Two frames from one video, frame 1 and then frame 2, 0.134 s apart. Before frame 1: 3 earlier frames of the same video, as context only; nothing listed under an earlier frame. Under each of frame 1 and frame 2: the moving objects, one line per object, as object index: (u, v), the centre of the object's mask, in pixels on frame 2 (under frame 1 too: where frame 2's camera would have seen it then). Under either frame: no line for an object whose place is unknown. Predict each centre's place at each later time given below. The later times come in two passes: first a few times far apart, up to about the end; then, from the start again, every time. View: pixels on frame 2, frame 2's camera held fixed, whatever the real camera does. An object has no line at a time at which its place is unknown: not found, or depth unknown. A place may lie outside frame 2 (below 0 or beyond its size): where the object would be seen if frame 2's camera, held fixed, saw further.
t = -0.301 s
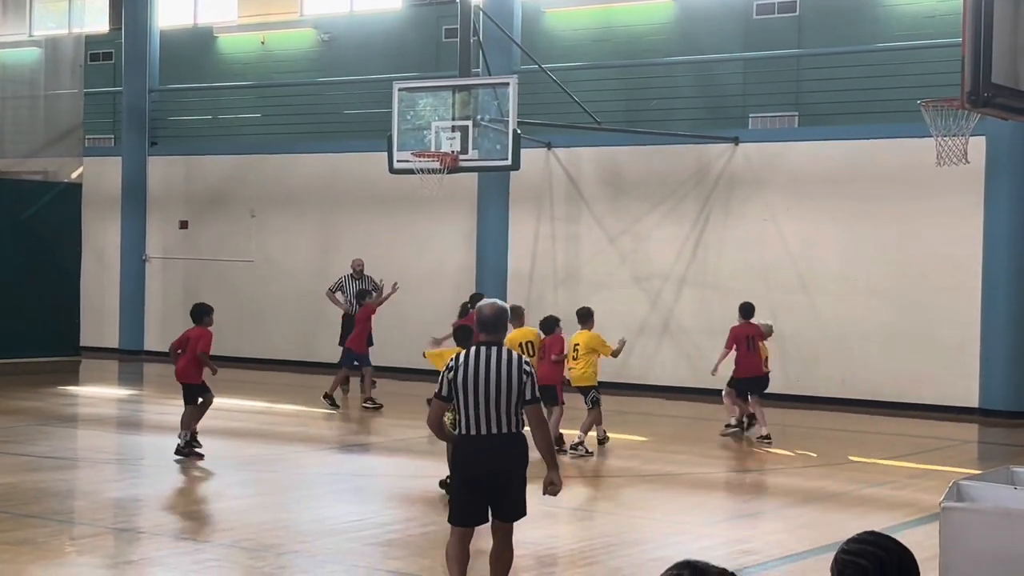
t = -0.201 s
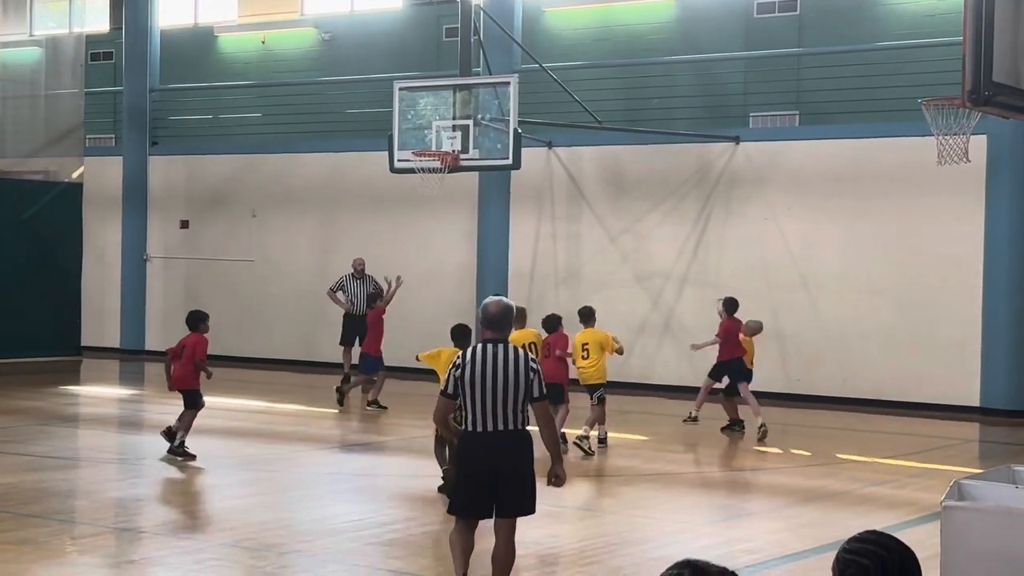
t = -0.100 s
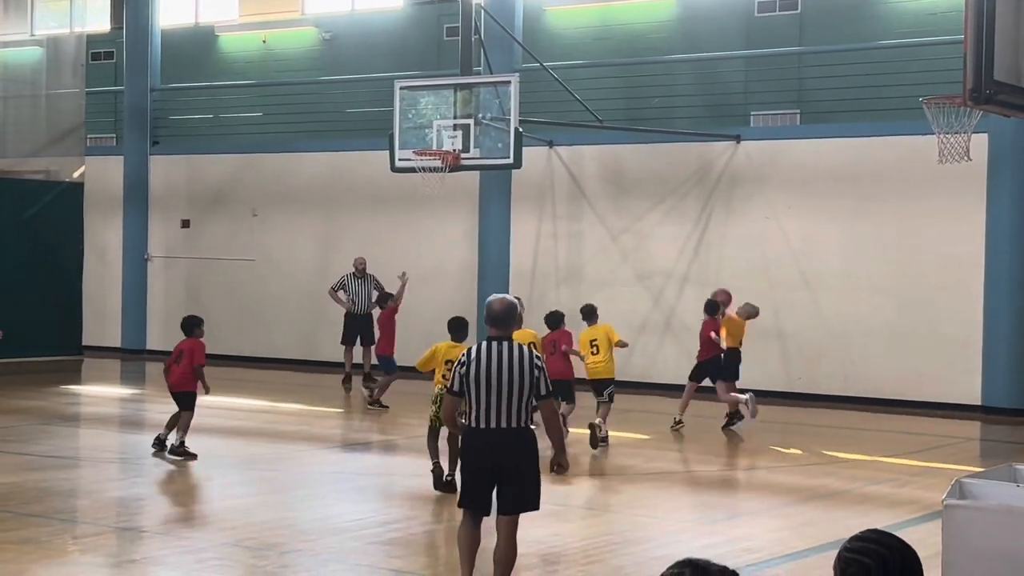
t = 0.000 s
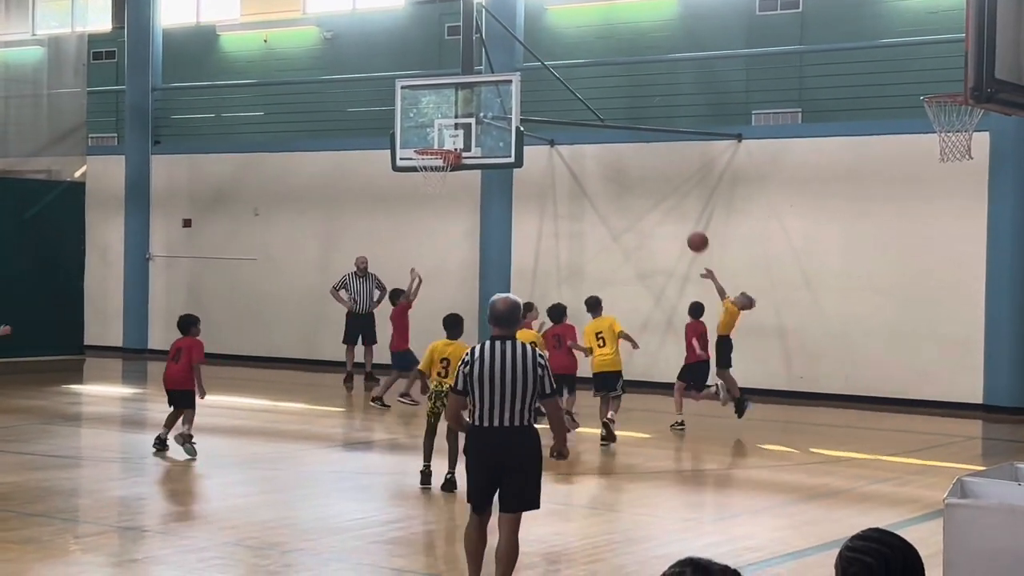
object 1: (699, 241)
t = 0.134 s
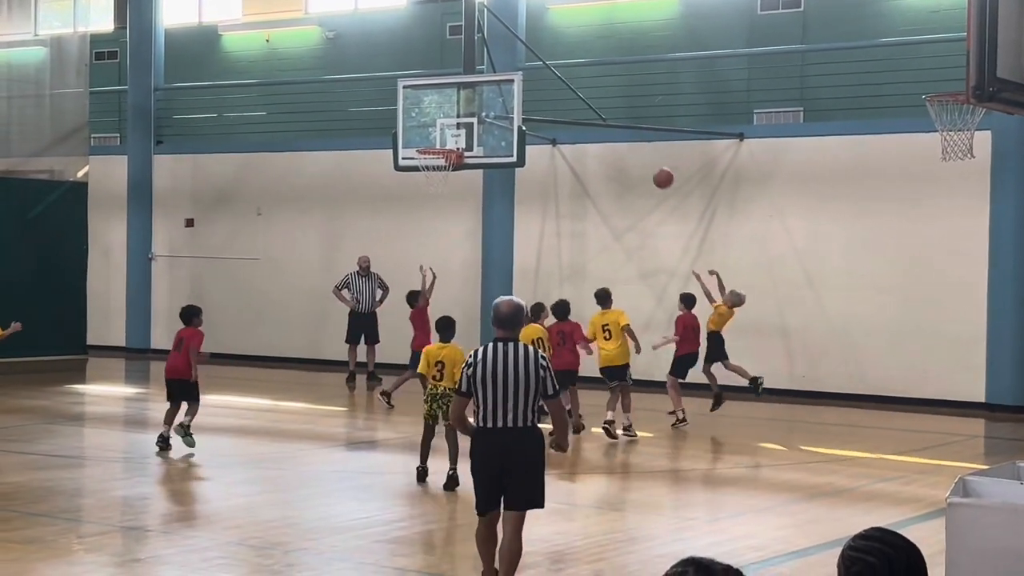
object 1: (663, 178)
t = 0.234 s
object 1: (636, 142)
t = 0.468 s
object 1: (577, 95)
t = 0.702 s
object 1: (520, 95)
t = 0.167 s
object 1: (654, 165)
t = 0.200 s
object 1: (645, 153)
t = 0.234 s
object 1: (636, 142)
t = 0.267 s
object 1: (628, 132)
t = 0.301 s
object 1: (619, 123)
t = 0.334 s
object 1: (611, 115)
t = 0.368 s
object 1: (602, 109)
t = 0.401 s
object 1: (593, 103)
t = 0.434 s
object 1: (585, 98)
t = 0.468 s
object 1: (577, 95)
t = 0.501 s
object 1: (569, 92)
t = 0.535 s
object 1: (560, 90)
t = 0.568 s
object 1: (552, 89)
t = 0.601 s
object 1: (544, 90)
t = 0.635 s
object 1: (536, 90)
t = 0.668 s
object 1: (527, 92)
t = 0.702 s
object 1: (520, 95)
